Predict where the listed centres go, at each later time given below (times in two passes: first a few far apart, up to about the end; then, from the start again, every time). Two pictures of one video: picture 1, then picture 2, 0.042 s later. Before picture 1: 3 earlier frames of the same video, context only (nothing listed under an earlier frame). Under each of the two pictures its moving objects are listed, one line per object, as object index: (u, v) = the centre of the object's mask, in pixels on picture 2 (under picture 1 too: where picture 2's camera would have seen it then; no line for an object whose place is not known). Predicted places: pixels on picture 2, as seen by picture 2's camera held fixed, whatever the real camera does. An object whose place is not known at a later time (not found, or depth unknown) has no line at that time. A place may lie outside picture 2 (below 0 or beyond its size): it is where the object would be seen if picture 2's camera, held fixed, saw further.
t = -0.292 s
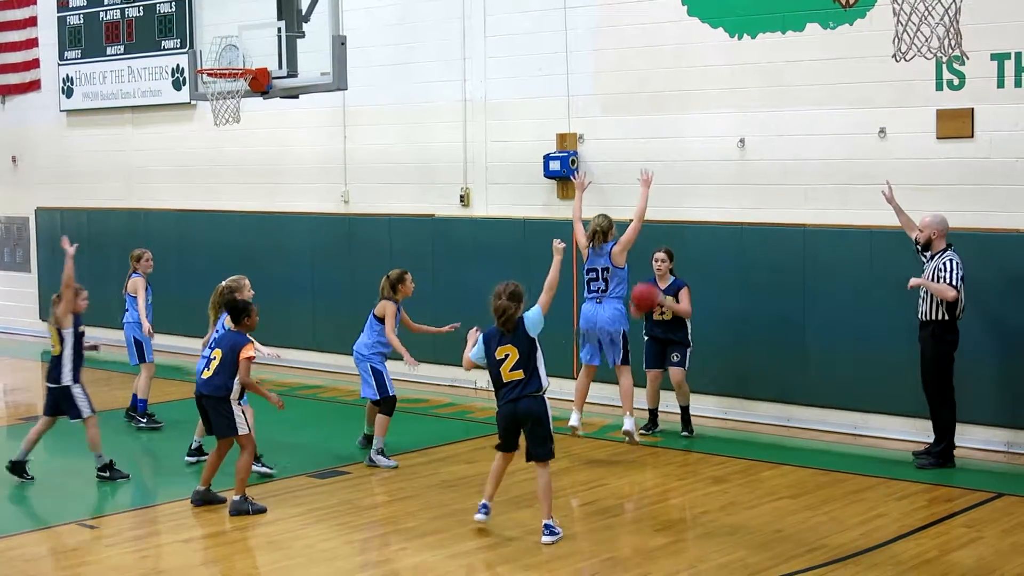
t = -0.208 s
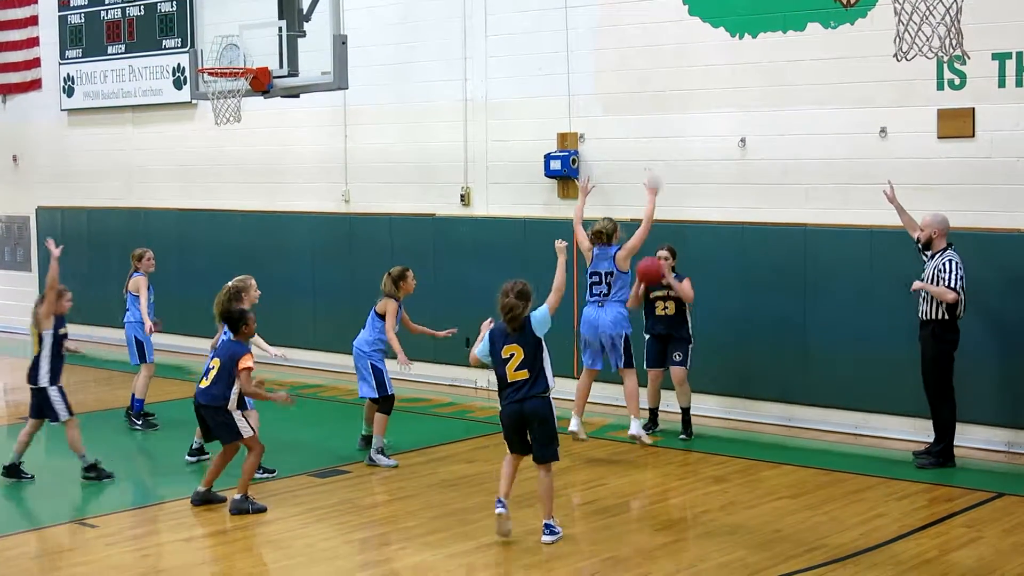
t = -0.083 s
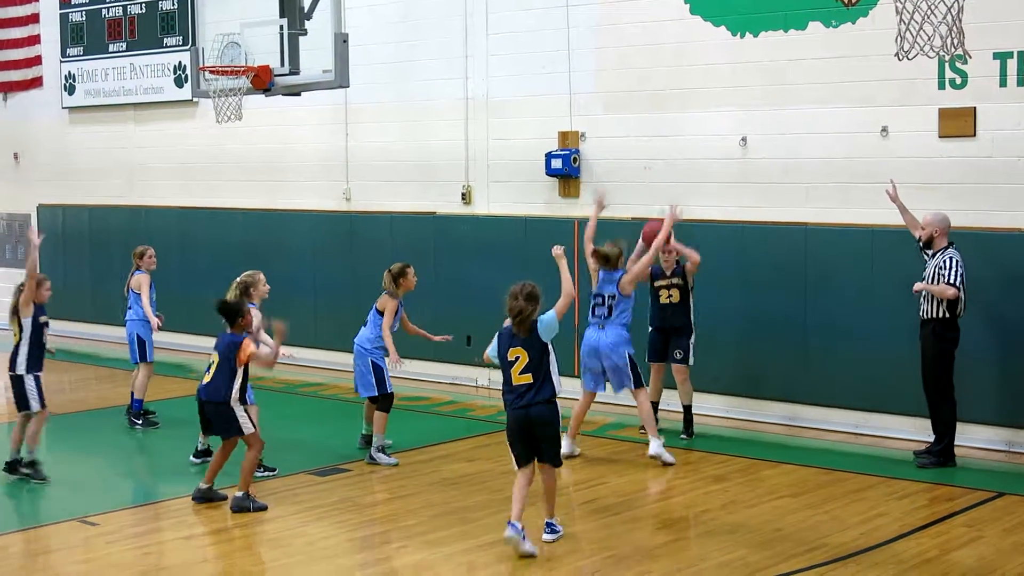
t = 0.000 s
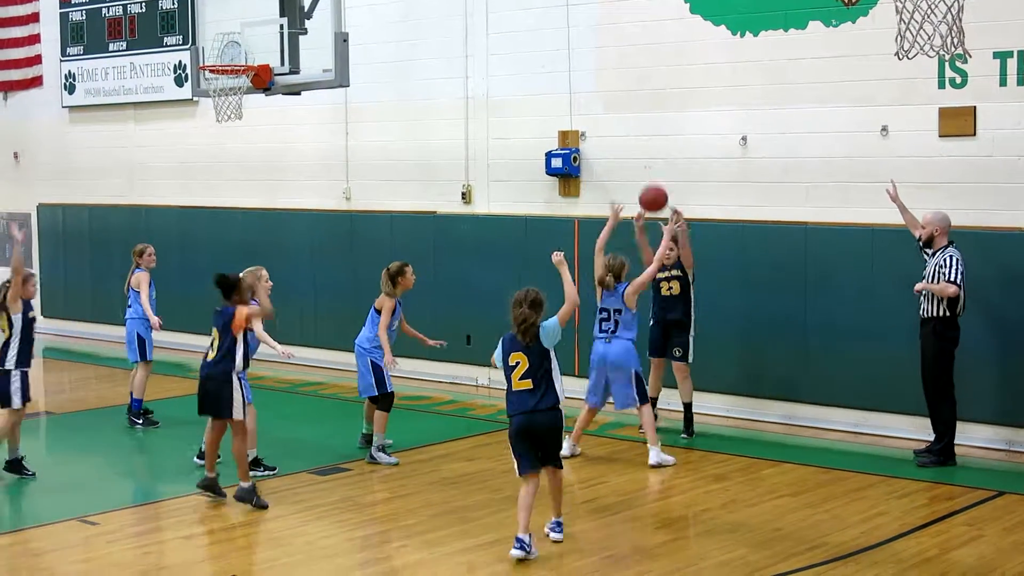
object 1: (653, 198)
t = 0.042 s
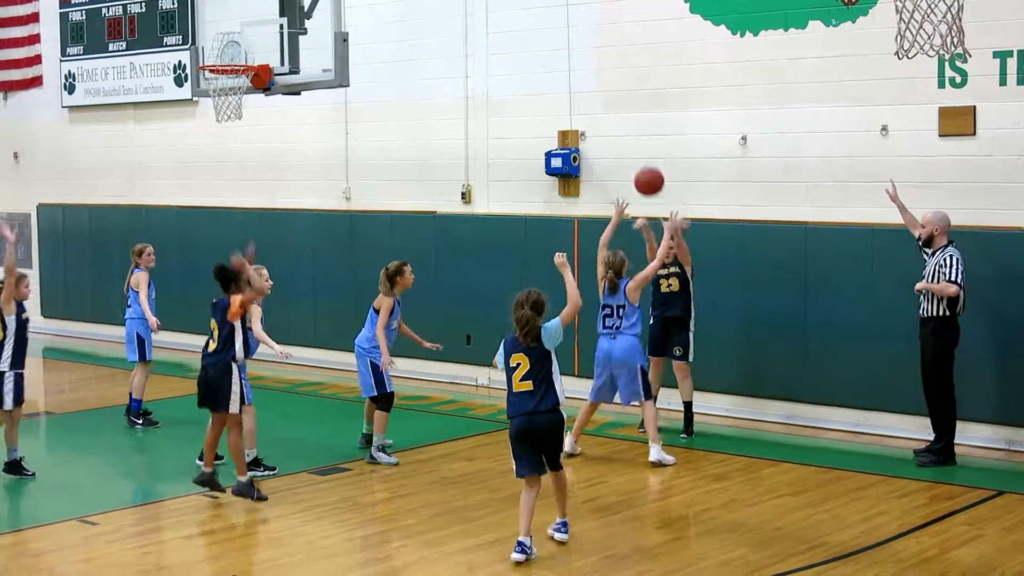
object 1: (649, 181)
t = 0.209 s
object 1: (632, 129)
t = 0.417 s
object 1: (606, 110)
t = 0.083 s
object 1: (645, 165)
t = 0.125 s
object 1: (641, 151)
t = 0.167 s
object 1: (636, 139)
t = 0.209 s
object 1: (632, 129)
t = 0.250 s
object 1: (627, 120)
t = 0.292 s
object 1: (622, 114)
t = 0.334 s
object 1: (617, 110)
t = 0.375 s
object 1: (612, 109)
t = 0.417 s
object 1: (606, 110)
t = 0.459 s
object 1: (601, 114)
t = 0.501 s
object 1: (595, 121)
